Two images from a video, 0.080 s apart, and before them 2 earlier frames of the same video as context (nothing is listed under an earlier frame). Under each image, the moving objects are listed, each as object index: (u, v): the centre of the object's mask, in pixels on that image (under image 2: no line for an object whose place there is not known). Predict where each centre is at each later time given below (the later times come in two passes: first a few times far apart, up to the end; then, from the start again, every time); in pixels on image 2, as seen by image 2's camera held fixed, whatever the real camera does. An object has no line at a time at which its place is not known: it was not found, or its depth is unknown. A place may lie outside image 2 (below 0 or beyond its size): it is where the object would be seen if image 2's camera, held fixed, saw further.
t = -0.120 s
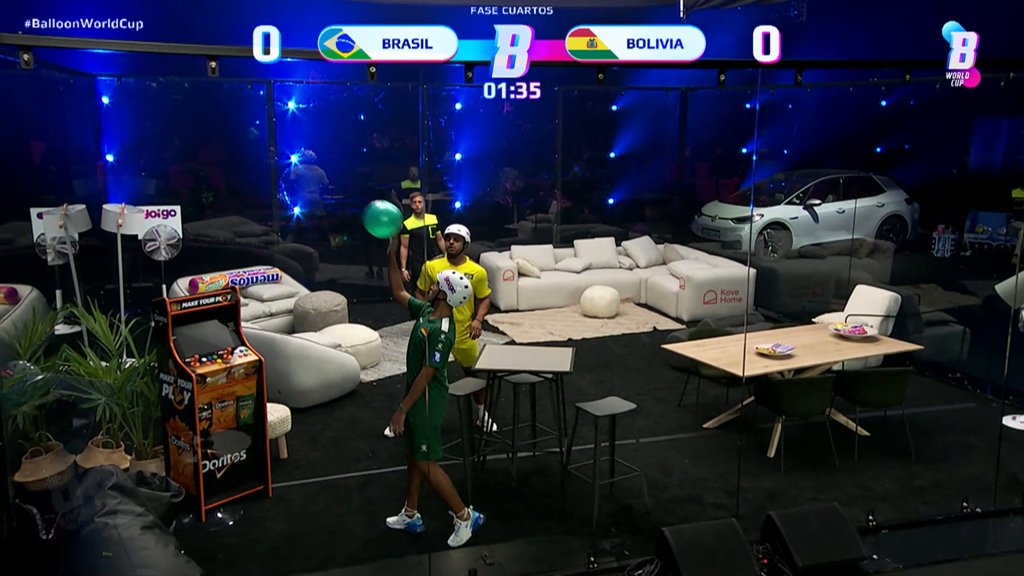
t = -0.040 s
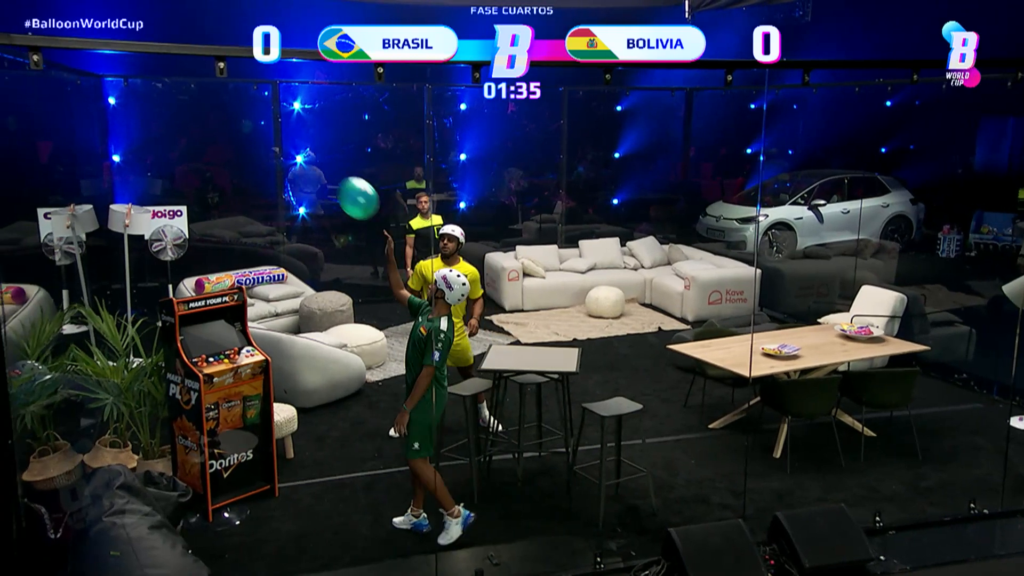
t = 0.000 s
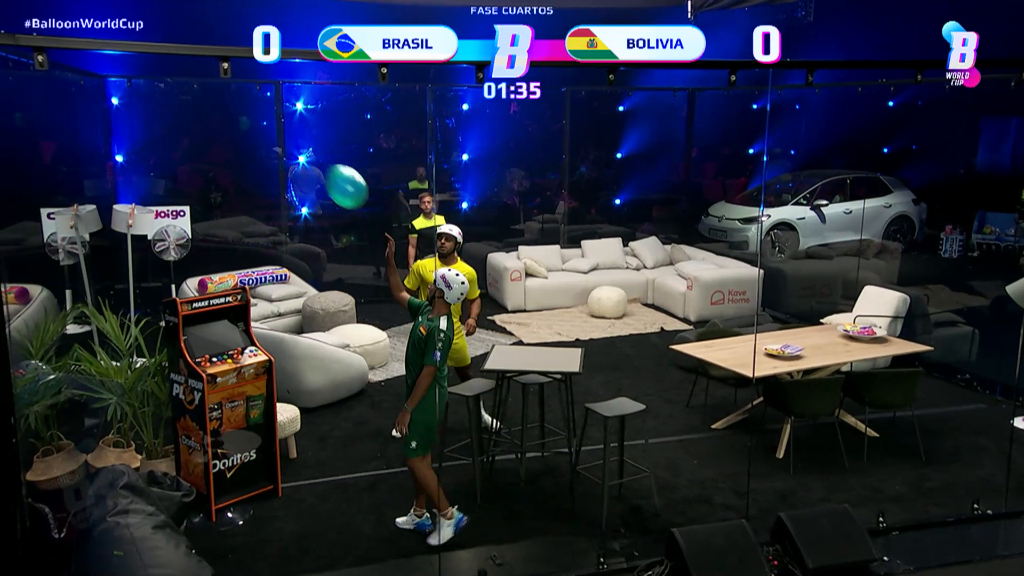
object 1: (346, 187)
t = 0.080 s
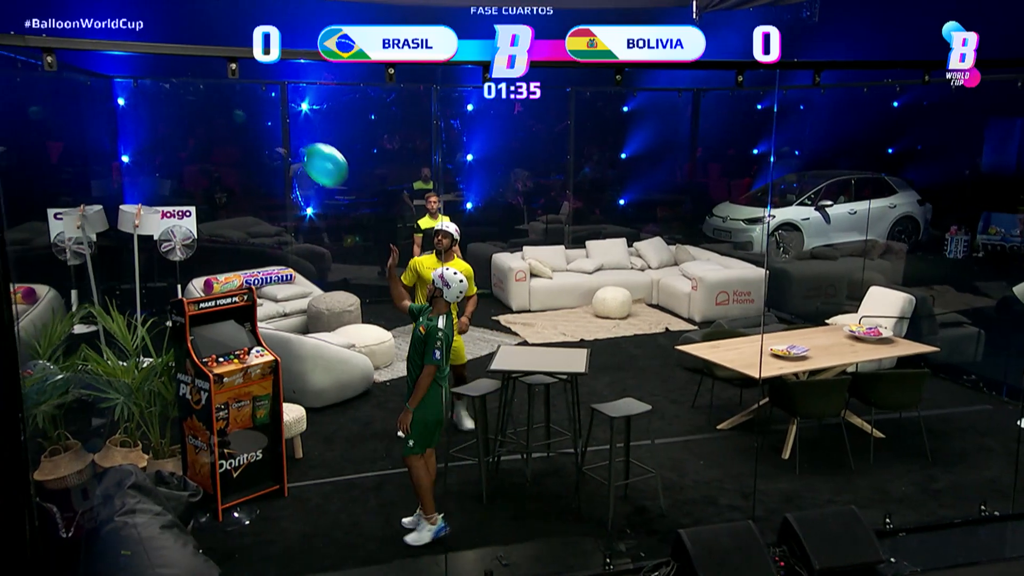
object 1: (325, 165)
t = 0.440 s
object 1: (246, 109)
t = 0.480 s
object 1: (241, 108)
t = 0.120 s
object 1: (313, 155)
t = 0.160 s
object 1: (302, 145)
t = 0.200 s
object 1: (291, 137)
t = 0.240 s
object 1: (281, 129)
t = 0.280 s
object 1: (273, 123)
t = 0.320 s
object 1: (265, 118)
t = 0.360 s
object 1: (258, 114)
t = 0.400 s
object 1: (252, 111)
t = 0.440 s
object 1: (246, 109)
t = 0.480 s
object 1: (241, 108)
